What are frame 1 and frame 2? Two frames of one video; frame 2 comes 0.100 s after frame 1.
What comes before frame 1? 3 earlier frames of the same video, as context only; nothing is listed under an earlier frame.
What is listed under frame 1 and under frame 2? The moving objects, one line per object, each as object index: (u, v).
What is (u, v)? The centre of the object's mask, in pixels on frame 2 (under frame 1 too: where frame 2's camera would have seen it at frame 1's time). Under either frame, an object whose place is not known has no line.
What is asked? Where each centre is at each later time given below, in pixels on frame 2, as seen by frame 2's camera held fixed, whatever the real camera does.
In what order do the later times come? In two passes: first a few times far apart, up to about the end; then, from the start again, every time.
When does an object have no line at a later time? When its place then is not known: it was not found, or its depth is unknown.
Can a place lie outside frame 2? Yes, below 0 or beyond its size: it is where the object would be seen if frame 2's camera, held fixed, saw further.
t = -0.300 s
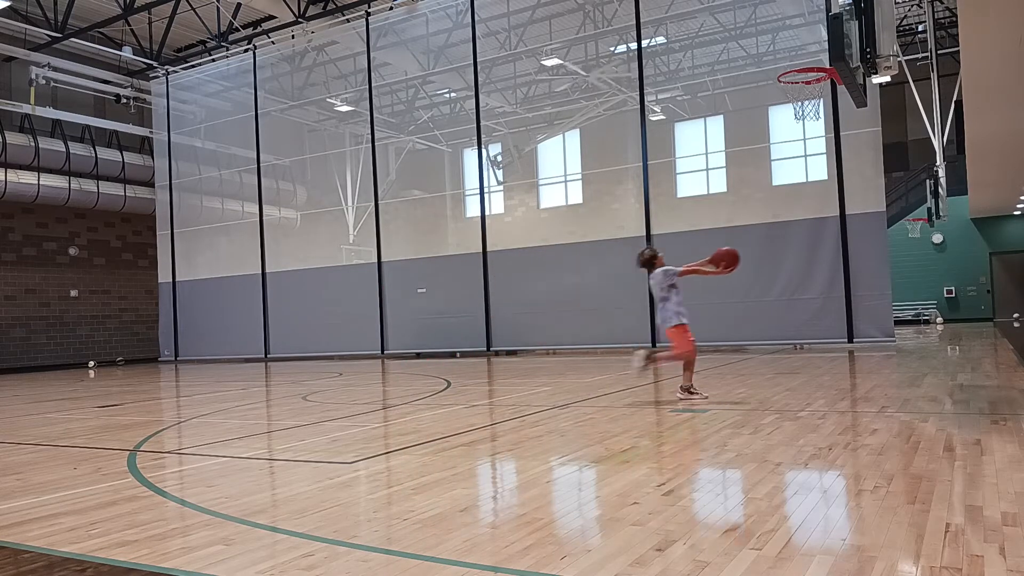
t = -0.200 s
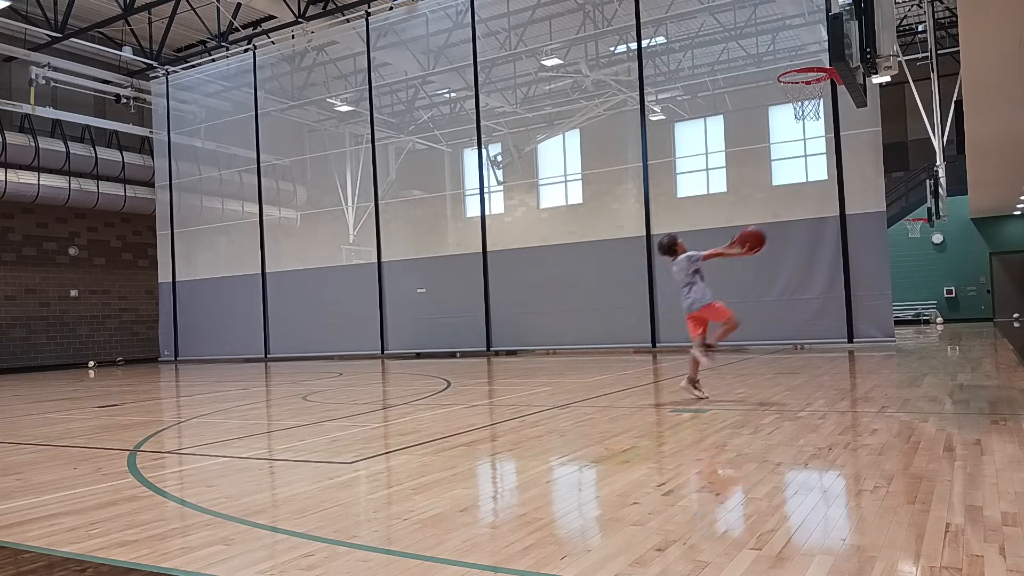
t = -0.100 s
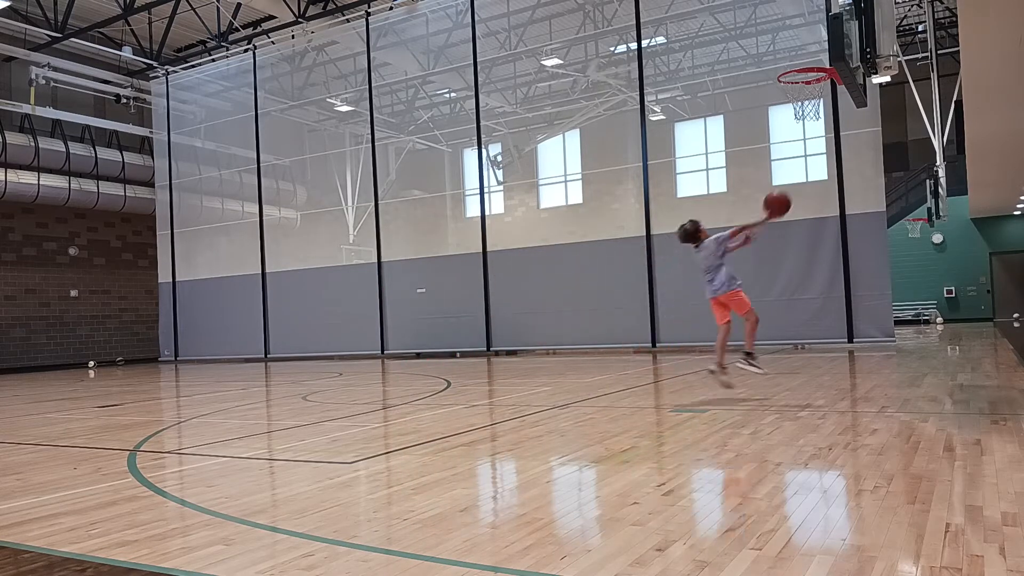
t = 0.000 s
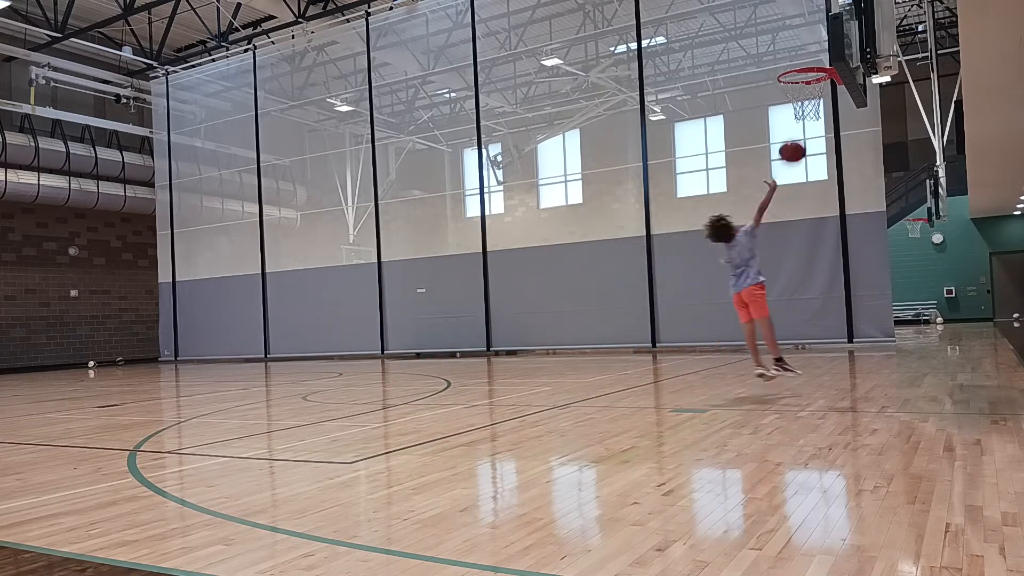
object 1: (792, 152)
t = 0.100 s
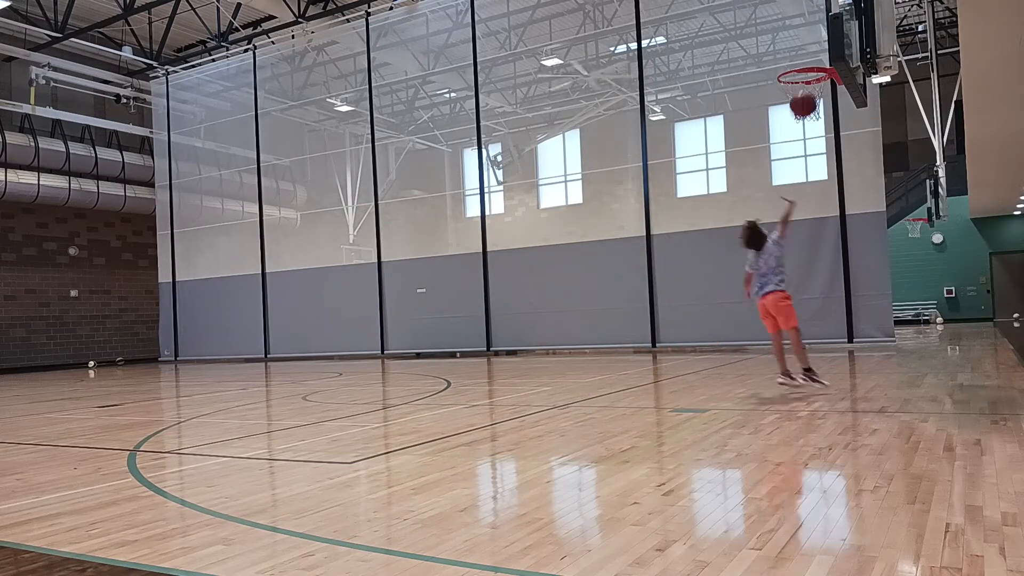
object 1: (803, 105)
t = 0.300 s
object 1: (822, 46)
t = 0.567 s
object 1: (810, 39)
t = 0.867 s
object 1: (804, 82)
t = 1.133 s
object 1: (811, 140)
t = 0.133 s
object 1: (807, 92)
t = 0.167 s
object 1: (810, 81)
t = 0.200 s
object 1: (815, 70)
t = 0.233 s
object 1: (818, 60)
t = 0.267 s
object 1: (820, 53)
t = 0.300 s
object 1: (822, 46)
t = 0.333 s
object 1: (822, 41)
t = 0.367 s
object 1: (820, 37)
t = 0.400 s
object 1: (819, 34)
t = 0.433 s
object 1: (817, 33)
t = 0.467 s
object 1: (816, 33)
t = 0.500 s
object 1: (814, 33)
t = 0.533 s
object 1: (812, 36)
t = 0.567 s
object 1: (810, 39)
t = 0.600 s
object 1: (807, 43)
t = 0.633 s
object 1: (805, 49)
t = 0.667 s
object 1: (804, 55)
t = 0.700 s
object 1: (801, 60)
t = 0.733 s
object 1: (800, 71)
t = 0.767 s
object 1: (800, 74)
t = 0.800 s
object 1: (801, 76)
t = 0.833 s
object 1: (803, 78)
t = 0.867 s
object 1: (804, 82)
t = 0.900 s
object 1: (805, 85)
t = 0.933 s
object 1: (805, 91)
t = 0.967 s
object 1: (806, 97)
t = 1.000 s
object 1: (807, 104)
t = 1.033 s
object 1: (808, 111)
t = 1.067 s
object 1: (809, 120)
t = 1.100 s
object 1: (810, 129)
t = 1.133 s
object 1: (811, 140)
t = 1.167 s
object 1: (812, 152)
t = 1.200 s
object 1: (813, 165)
